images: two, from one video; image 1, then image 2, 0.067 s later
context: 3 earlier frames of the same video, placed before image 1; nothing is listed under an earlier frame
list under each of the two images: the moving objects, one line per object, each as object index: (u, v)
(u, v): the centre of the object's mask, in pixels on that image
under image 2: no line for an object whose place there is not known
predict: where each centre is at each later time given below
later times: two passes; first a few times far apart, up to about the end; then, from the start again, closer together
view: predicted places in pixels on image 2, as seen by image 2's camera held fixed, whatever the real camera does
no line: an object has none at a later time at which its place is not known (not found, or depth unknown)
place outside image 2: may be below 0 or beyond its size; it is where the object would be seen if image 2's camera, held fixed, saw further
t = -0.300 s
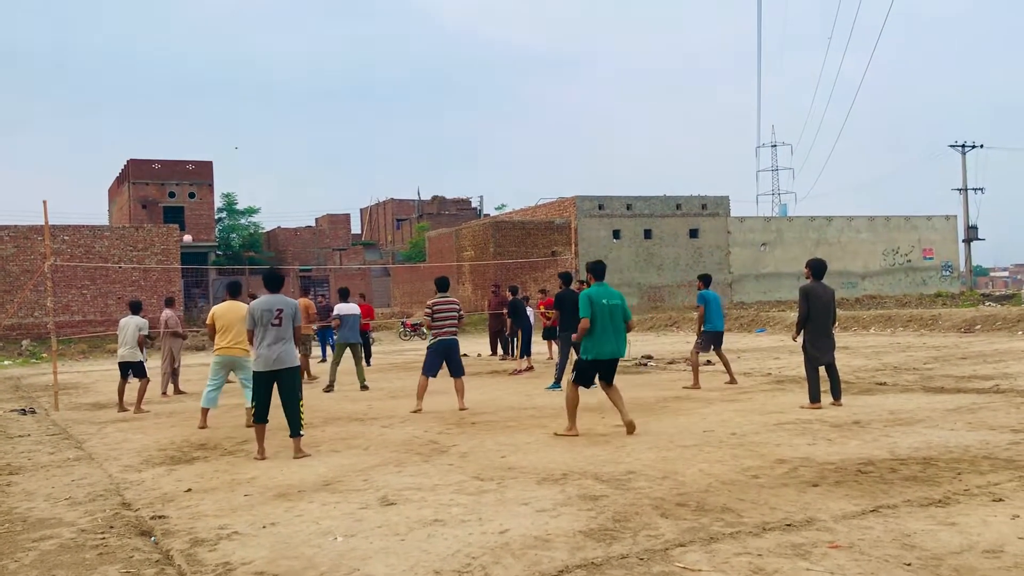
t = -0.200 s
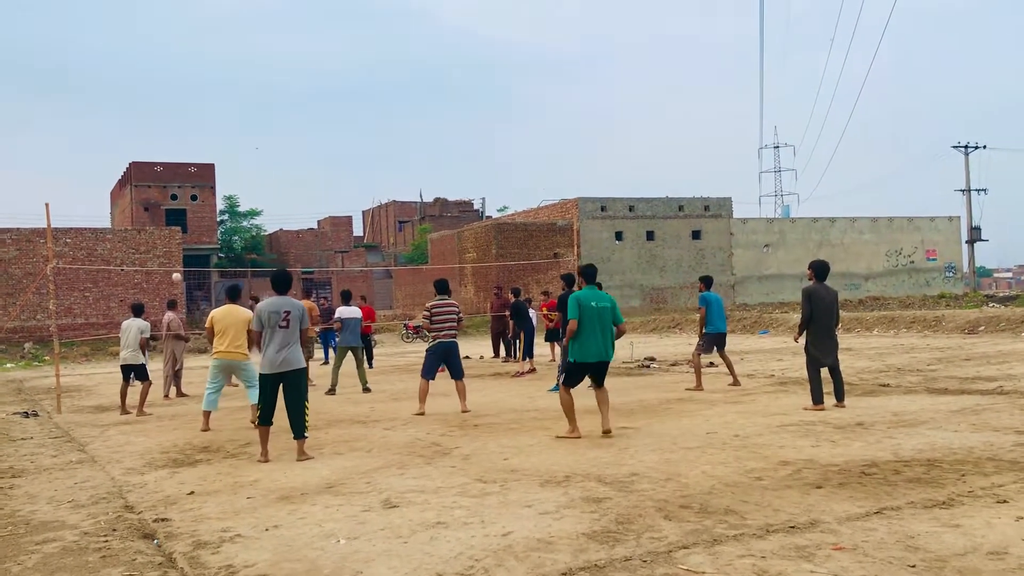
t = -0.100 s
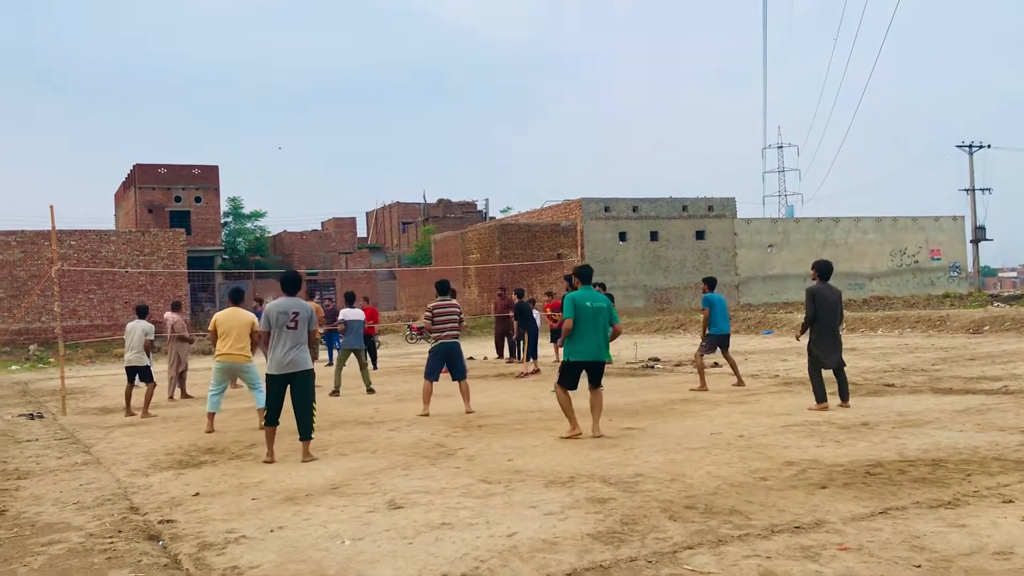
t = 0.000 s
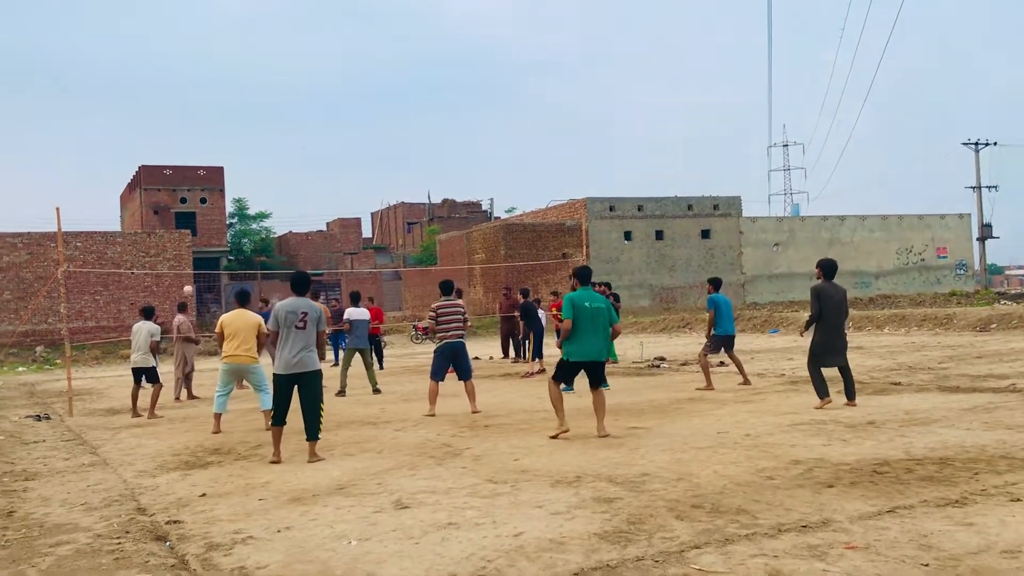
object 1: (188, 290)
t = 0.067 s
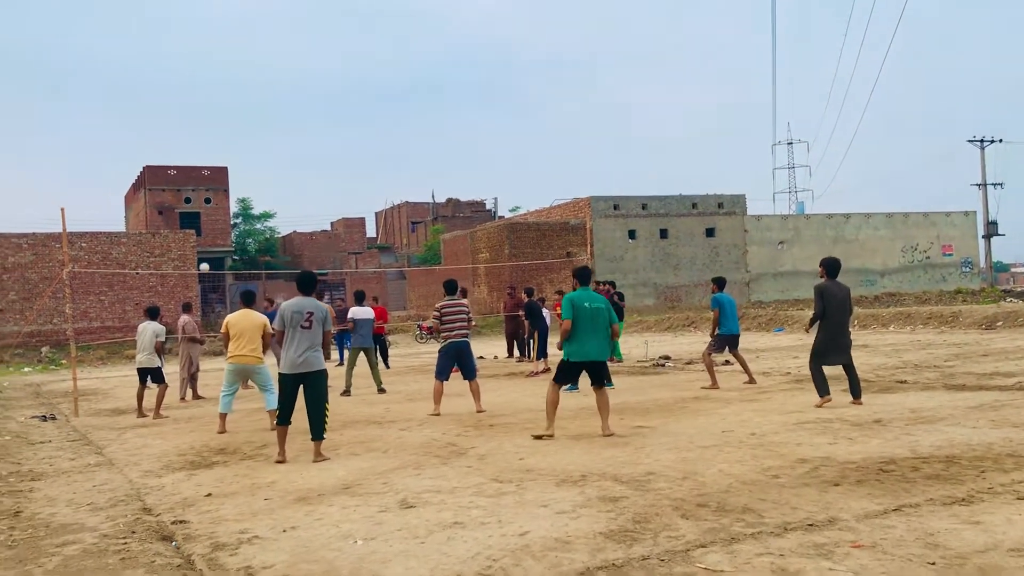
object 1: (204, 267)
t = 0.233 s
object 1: (235, 218)
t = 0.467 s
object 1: (283, 162)
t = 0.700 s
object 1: (334, 126)
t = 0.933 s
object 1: (395, 113)
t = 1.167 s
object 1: (466, 131)
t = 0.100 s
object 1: (210, 256)
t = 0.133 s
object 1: (216, 245)
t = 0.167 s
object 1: (222, 236)
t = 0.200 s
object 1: (228, 226)
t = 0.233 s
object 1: (235, 218)
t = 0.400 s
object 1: (269, 176)
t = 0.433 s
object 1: (276, 169)
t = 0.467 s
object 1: (283, 162)
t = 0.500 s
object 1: (291, 156)
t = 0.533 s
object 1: (297, 150)
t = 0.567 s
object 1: (304, 145)
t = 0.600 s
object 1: (312, 139)
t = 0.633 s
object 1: (319, 134)
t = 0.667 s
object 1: (327, 130)
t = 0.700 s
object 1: (334, 126)
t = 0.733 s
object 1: (342, 122)
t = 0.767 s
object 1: (351, 119)
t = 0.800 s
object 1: (359, 117)
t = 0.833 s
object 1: (369, 115)
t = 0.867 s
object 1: (377, 114)
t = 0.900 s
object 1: (386, 113)
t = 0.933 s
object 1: (395, 113)
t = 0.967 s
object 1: (404, 114)
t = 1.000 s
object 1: (414, 115)
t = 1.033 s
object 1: (424, 117)
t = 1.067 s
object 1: (434, 119)
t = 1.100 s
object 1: (444, 123)
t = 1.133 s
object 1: (455, 126)
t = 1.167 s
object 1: (466, 131)
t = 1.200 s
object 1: (478, 137)
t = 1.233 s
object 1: (491, 144)
